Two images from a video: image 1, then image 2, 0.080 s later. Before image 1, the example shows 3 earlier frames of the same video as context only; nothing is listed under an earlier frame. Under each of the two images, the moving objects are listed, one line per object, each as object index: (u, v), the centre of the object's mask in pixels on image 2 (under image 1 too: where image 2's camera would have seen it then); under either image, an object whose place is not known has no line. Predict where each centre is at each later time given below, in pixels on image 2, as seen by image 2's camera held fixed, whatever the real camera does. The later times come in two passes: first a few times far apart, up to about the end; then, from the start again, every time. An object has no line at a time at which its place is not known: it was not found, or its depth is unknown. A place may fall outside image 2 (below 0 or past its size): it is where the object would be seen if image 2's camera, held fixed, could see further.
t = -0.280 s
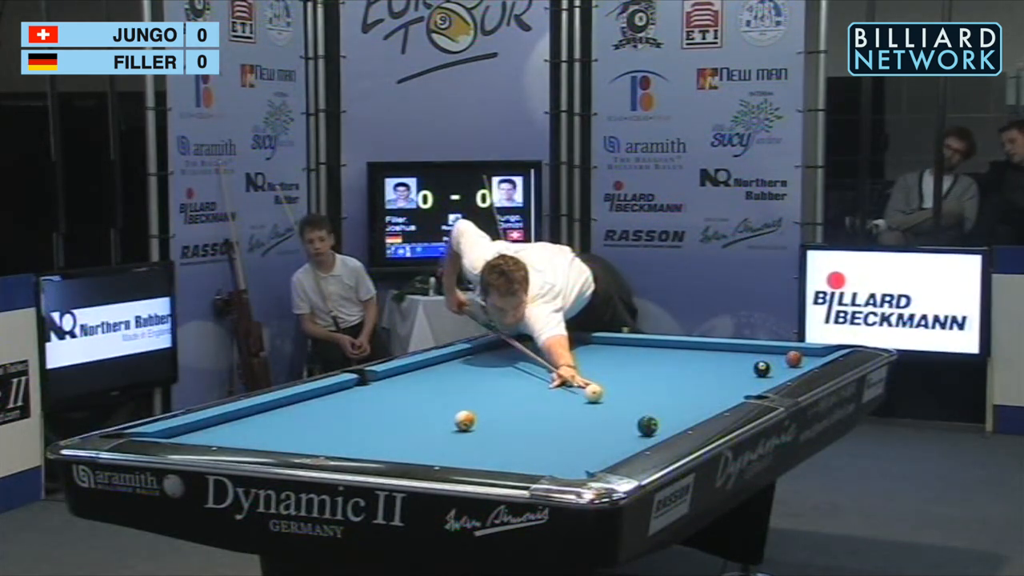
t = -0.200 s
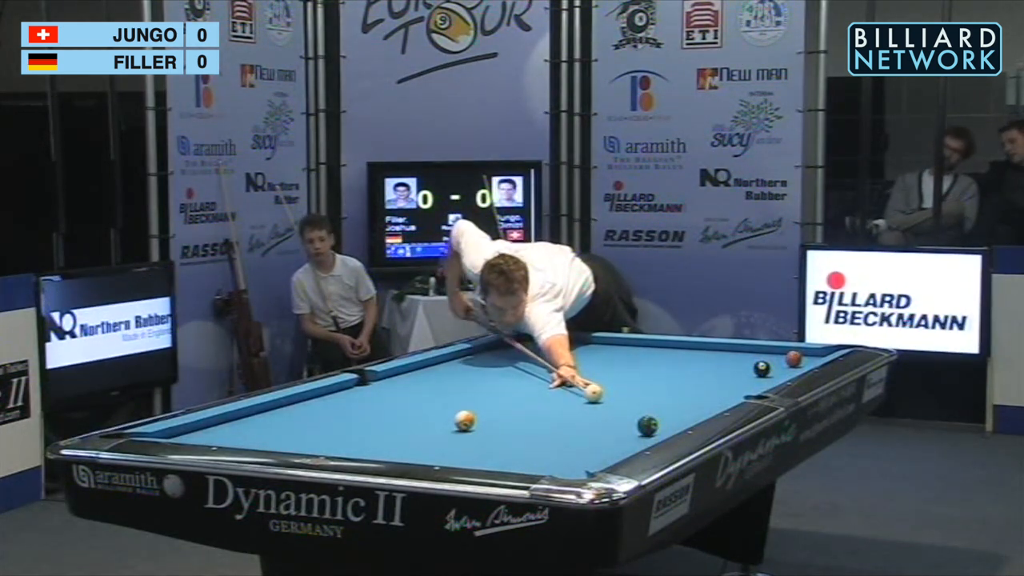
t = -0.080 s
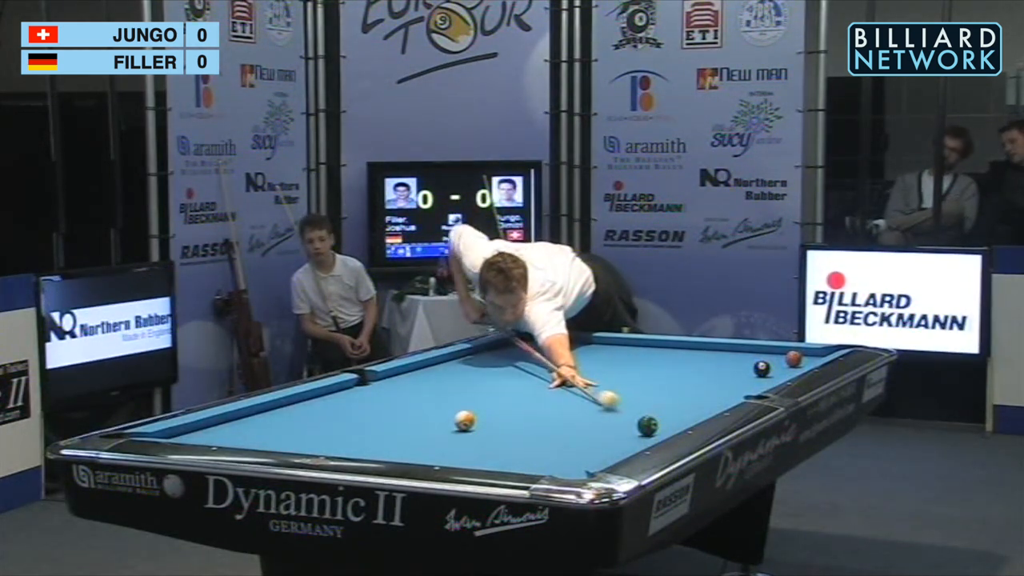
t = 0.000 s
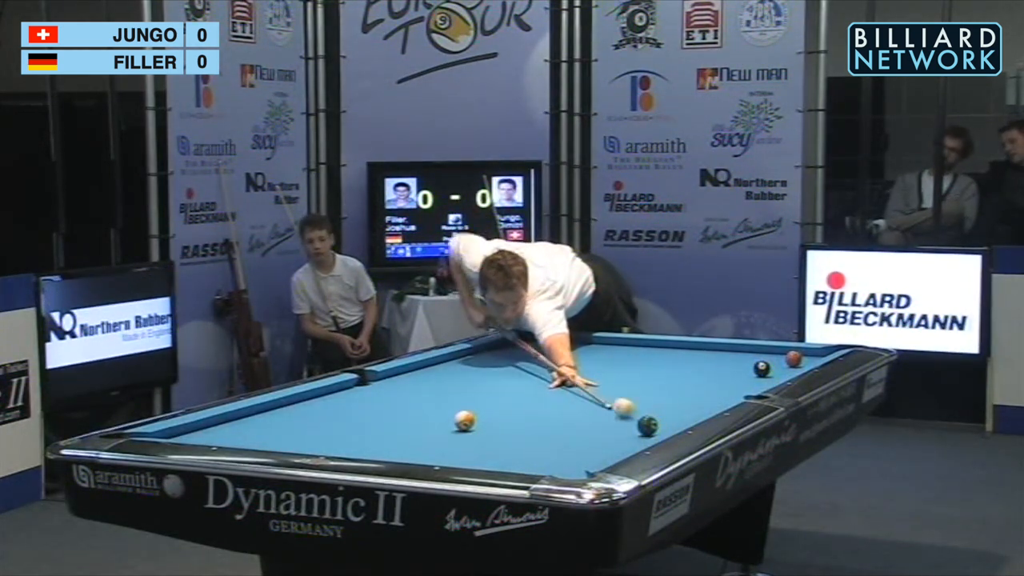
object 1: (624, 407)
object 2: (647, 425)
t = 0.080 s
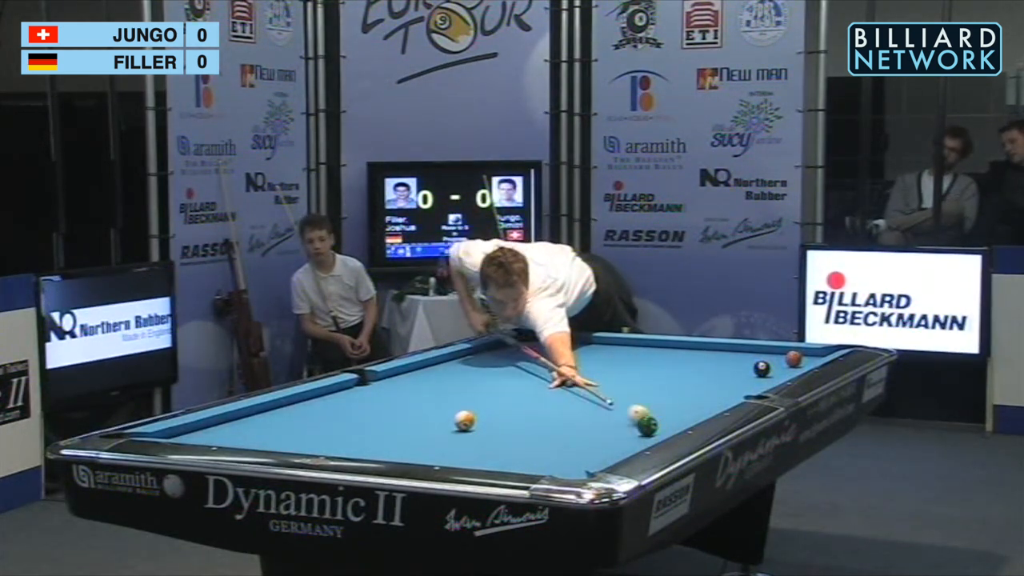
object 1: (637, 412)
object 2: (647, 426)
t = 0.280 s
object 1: (674, 420)
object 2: (637, 431)
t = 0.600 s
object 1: (654, 418)
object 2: (613, 444)
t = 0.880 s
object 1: (635, 414)
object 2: (591, 455)
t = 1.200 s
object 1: (617, 410)
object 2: (566, 469)
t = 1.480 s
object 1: (603, 407)
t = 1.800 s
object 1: (588, 404)
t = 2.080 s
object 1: (578, 401)
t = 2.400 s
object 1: (568, 399)
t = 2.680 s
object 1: (560, 397)
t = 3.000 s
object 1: (553, 396)
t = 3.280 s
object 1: (549, 395)
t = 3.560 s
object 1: (545, 394)
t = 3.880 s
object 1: (542, 393)
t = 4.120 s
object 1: (542, 393)
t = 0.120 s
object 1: (644, 413)
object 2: (647, 426)
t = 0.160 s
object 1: (652, 415)
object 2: (648, 426)
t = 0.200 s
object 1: (660, 422)
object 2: (643, 428)
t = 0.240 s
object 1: (669, 420)
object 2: (641, 429)
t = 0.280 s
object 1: (674, 420)
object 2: (637, 431)
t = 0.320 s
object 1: (673, 420)
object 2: (634, 433)
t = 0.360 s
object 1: (671, 420)
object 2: (631, 435)
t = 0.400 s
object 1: (668, 420)
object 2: (628, 436)
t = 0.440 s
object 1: (665, 420)
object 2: (625, 437)
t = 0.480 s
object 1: (662, 420)
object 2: (622, 439)
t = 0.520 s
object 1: (659, 419)
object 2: (619, 441)
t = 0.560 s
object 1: (657, 419)
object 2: (616, 442)
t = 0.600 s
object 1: (654, 418)
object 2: (613, 444)
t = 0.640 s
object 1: (651, 418)
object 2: (610, 446)
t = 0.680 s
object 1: (649, 417)
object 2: (607, 447)
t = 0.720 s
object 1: (646, 416)
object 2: (604, 449)
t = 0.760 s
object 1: (643, 416)
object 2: (601, 451)
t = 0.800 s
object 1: (640, 415)
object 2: (597, 452)
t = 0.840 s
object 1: (638, 415)
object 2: (594, 454)
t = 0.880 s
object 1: (635, 414)
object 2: (591, 455)
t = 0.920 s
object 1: (633, 413)
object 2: (588, 457)
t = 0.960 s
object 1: (631, 413)
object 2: (584, 459)
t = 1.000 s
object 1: (628, 412)
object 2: (581, 461)
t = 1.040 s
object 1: (626, 412)
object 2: (578, 463)
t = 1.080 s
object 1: (624, 411)
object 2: (575, 465)
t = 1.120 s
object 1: (622, 411)
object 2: (572, 467)
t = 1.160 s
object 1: (619, 410)
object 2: (569, 468)
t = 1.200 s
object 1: (617, 410)
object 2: (566, 469)
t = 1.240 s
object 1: (615, 410)
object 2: (563, 470)
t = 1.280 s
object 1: (613, 409)
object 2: (560, 471)
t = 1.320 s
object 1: (610, 408)
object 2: (557, 471)
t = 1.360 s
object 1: (608, 408)
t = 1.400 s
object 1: (606, 407)
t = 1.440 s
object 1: (604, 407)
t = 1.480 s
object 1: (603, 407)
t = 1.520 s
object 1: (601, 407)
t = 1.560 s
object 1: (599, 406)
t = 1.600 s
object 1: (597, 406)
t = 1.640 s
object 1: (596, 405)
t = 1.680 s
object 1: (593, 405)
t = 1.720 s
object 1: (592, 404)
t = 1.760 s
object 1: (590, 404)
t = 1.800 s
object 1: (588, 404)
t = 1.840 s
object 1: (587, 403)
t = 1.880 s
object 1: (585, 403)
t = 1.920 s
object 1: (583, 402)
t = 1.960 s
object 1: (582, 402)
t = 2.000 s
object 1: (580, 402)
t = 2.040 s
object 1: (579, 401)
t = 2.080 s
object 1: (578, 401)
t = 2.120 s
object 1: (576, 401)
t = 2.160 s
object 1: (575, 401)
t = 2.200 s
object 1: (573, 400)
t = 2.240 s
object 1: (572, 400)
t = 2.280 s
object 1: (571, 400)
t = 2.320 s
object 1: (570, 400)
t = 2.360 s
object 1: (569, 399)
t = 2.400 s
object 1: (568, 399)
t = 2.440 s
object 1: (566, 399)
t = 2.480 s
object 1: (566, 399)
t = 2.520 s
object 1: (564, 398)
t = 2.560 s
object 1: (563, 398)
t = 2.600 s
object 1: (562, 398)
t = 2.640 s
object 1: (561, 397)
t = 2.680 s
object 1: (560, 397)
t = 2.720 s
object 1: (559, 397)
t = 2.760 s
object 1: (558, 397)
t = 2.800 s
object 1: (557, 397)
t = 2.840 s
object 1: (556, 396)
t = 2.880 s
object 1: (555, 396)
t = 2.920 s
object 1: (554, 396)
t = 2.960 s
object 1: (554, 396)
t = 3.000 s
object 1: (553, 396)
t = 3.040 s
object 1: (553, 396)
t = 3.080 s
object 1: (552, 395)
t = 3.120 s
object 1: (551, 395)
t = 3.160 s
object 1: (550, 395)
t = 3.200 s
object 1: (550, 395)
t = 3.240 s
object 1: (549, 395)
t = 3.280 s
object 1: (549, 395)
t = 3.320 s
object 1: (548, 394)
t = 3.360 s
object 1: (548, 394)
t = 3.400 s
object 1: (547, 394)
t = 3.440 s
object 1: (546, 394)
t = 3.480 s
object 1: (546, 394)
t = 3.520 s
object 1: (545, 394)
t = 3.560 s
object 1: (545, 394)
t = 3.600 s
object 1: (545, 394)
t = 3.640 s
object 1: (544, 393)
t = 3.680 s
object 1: (544, 393)
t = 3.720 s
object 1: (543, 393)
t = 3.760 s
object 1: (543, 393)
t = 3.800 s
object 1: (543, 393)
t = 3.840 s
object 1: (542, 393)
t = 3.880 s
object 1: (542, 393)
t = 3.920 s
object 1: (542, 393)
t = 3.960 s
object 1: (542, 393)
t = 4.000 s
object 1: (542, 393)
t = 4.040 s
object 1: (542, 393)
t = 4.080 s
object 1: (542, 393)
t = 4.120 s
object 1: (542, 393)
